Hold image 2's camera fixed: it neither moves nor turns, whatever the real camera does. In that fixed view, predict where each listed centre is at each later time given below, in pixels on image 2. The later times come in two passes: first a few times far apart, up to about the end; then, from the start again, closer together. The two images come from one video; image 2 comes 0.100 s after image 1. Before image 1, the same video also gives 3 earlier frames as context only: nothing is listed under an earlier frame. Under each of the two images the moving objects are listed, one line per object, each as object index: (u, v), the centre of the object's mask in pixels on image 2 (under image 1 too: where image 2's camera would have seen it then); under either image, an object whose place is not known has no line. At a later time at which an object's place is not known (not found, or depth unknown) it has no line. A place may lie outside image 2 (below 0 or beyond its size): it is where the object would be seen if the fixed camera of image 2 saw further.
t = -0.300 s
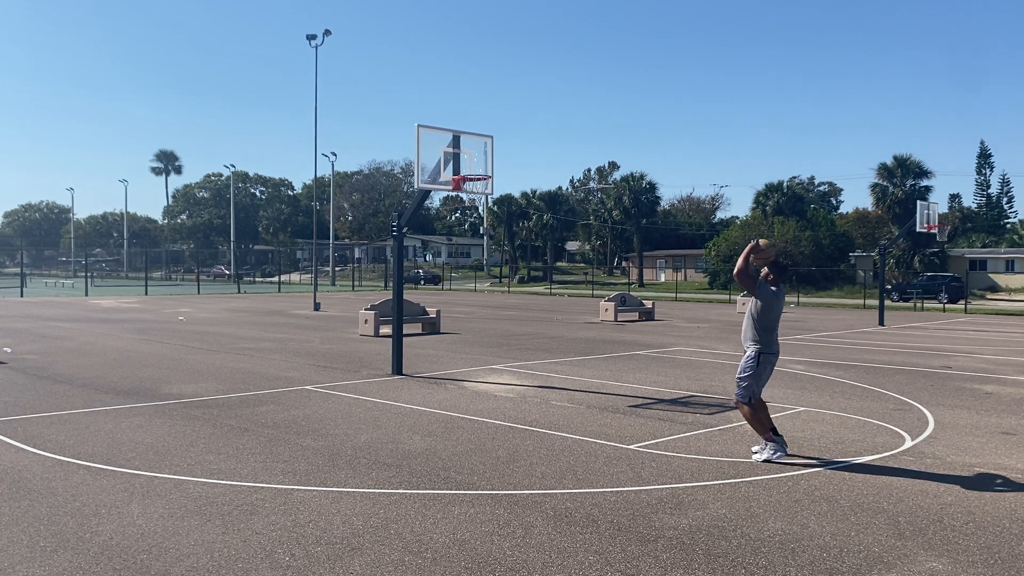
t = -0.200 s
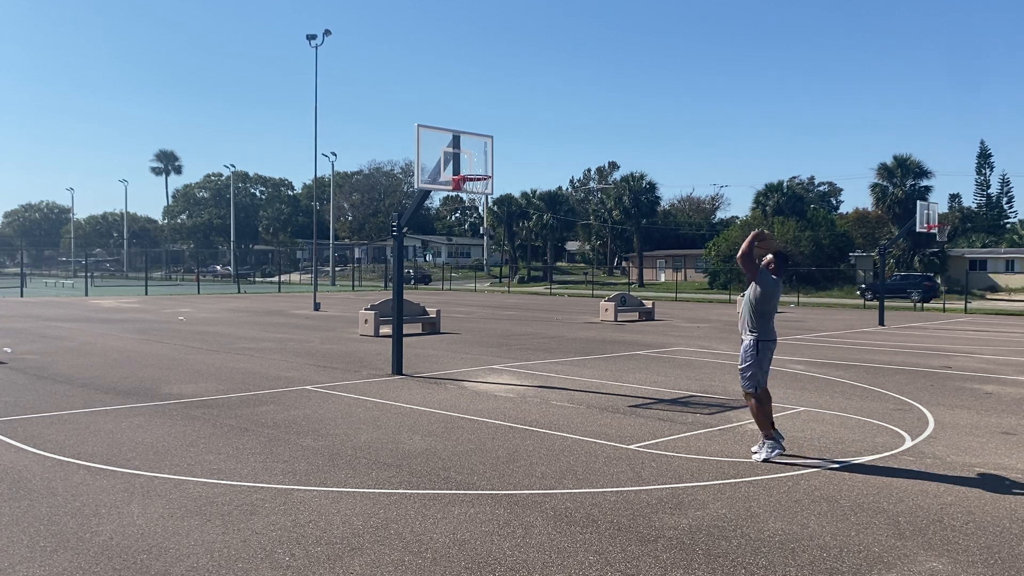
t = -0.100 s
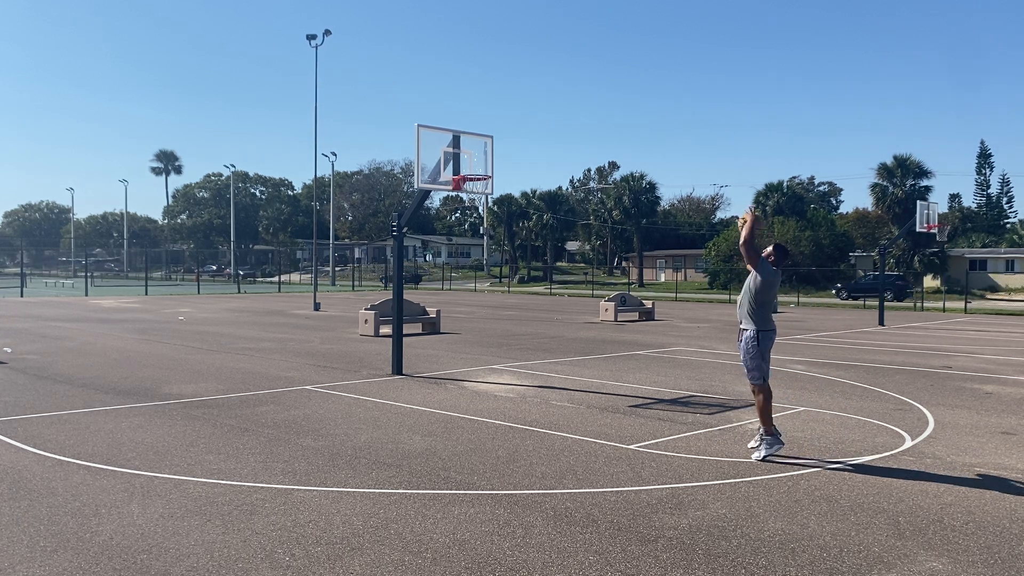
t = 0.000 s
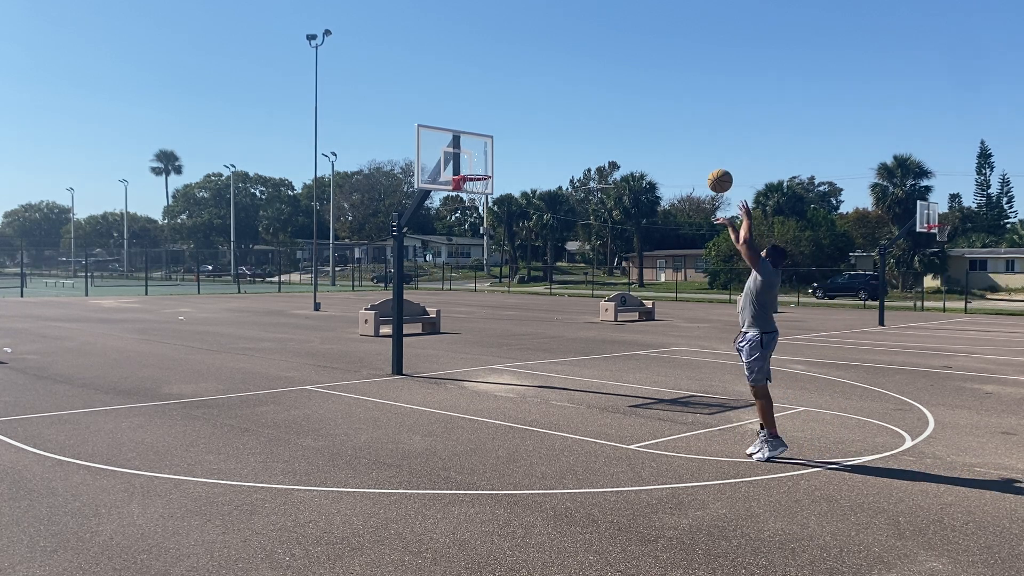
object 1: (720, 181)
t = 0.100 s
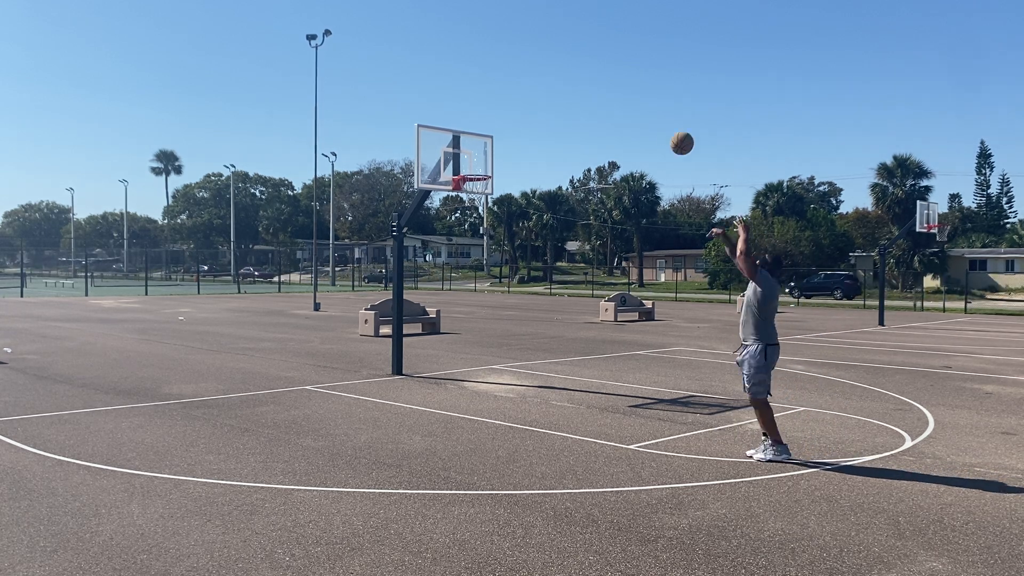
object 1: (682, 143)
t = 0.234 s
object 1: (637, 112)
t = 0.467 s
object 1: (571, 101)
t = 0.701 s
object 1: (517, 130)
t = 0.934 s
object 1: (473, 183)
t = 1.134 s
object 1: (472, 189)
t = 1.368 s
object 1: (482, 194)
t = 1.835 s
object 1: (496, 312)
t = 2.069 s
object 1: (501, 350)
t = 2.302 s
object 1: (503, 290)
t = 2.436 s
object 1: (504, 271)
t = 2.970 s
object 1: (505, 312)
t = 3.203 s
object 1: (504, 368)
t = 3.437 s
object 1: (504, 318)
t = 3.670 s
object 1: (503, 303)
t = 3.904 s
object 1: (501, 322)
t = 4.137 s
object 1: (499, 373)
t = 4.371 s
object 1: (499, 333)
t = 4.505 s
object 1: (498, 326)
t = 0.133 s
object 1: (670, 133)
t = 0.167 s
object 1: (659, 125)
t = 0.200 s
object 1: (648, 118)
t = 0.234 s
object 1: (637, 112)
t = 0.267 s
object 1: (627, 107)
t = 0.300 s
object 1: (616, 104)
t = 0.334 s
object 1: (607, 101)
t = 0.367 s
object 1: (597, 100)
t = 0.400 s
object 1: (588, 99)
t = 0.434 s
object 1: (579, 99)
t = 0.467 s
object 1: (571, 101)
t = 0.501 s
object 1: (562, 103)
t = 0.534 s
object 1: (554, 105)
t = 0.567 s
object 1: (546, 109)
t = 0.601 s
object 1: (539, 113)
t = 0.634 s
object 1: (531, 118)
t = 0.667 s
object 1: (524, 124)
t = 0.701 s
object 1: (517, 130)
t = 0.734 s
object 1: (510, 137)
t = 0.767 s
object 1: (503, 144)
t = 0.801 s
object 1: (496, 152)
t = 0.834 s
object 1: (490, 161)
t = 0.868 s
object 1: (484, 169)
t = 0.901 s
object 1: (478, 175)
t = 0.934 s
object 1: (473, 183)
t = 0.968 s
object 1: (470, 189)
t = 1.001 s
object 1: (468, 194)
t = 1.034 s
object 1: (468, 194)
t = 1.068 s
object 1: (468, 193)
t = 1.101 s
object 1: (469, 190)
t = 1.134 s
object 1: (472, 189)
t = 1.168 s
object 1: (473, 187)
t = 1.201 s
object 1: (475, 187)
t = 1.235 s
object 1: (477, 187)
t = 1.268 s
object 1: (478, 187)
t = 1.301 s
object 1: (480, 189)
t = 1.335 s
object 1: (481, 192)
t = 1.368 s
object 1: (482, 194)
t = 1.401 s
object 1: (483, 198)
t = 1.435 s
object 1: (484, 202)
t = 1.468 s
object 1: (485, 208)
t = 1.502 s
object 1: (487, 215)
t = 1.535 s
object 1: (488, 220)
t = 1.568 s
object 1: (488, 228)
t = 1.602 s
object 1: (490, 236)
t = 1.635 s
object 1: (490, 244)
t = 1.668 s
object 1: (492, 255)
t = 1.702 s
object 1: (492, 264)
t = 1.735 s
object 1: (493, 275)
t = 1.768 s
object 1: (494, 287)
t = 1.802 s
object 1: (495, 299)
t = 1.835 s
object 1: (496, 312)
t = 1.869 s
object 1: (497, 326)
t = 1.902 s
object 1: (498, 340)
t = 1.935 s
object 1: (499, 355)
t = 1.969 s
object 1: (499, 371)
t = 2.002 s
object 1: (500, 375)
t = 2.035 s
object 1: (500, 362)
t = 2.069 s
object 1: (501, 350)
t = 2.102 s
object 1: (501, 339)
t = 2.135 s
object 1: (502, 329)
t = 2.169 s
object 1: (502, 320)
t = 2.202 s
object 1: (502, 311)
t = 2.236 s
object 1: (503, 303)
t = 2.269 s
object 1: (503, 296)
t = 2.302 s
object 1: (503, 290)
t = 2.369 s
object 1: (504, 279)
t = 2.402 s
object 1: (504, 275)
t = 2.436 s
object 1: (504, 271)
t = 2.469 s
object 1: (504, 268)
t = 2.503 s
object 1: (504, 266)
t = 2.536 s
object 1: (504, 265)
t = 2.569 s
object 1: (504, 264)
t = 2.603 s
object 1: (505, 264)
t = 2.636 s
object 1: (505, 265)
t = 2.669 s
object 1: (505, 267)
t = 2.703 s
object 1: (505, 268)
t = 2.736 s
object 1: (505, 272)
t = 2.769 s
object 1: (505, 276)
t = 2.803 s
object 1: (505, 279)
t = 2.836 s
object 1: (505, 284)
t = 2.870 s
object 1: (505, 290)
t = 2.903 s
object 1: (505, 297)
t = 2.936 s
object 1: (505, 304)
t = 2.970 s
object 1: (505, 312)
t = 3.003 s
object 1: (505, 320)
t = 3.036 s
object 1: (504, 329)
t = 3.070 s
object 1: (505, 339)
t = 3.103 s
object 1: (504, 349)
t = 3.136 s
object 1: (504, 360)
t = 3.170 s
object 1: (504, 373)
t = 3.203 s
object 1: (504, 368)
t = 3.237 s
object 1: (504, 359)
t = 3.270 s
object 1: (504, 350)
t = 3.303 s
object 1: (504, 342)
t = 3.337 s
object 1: (504, 335)
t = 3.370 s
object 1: (504, 329)
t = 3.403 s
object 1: (504, 323)
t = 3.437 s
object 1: (504, 318)
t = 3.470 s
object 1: (504, 314)
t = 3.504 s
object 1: (504, 311)
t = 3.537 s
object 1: (503, 308)
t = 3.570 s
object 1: (503, 306)
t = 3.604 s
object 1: (503, 304)
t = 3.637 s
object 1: (503, 303)
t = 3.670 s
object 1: (503, 303)
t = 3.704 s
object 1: (503, 304)
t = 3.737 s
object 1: (503, 305)
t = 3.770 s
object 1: (502, 307)
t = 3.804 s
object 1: (502, 310)
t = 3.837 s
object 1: (502, 313)
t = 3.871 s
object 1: (502, 317)
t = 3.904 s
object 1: (501, 322)
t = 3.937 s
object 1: (501, 328)
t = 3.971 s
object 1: (501, 334)
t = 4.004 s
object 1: (500, 341)
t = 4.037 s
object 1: (500, 348)
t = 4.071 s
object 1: (500, 356)
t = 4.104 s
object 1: (499, 365)
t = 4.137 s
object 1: (499, 373)
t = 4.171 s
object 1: (499, 365)
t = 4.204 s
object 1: (499, 358)
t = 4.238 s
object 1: (499, 351)
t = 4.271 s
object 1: (499, 346)
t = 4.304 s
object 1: (499, 341)
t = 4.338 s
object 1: (499, 336)
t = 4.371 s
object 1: (499, 333)
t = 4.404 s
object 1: (499, 330)
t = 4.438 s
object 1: (499, 328)
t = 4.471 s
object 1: (499, 326)
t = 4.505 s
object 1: (498, 326)
